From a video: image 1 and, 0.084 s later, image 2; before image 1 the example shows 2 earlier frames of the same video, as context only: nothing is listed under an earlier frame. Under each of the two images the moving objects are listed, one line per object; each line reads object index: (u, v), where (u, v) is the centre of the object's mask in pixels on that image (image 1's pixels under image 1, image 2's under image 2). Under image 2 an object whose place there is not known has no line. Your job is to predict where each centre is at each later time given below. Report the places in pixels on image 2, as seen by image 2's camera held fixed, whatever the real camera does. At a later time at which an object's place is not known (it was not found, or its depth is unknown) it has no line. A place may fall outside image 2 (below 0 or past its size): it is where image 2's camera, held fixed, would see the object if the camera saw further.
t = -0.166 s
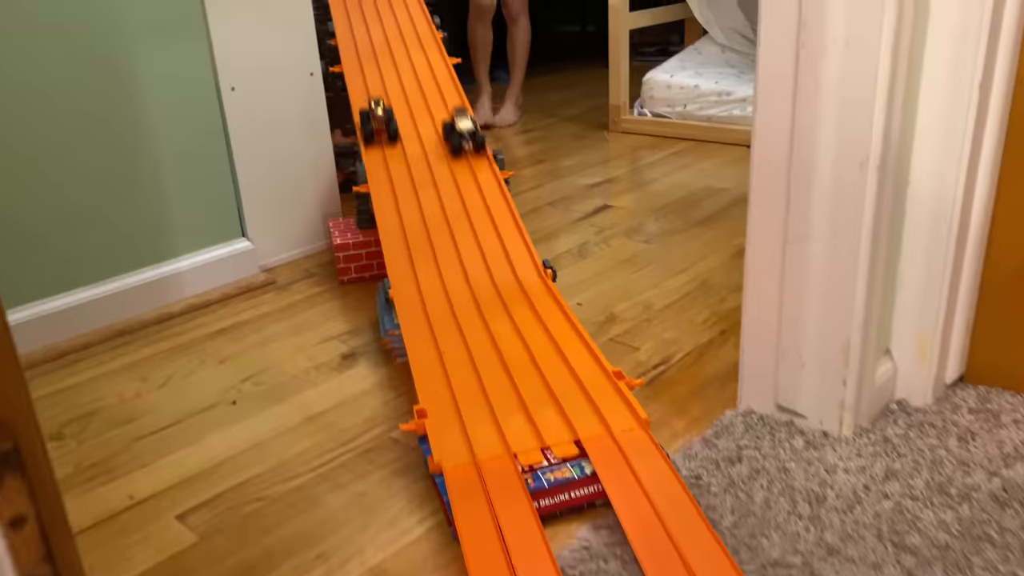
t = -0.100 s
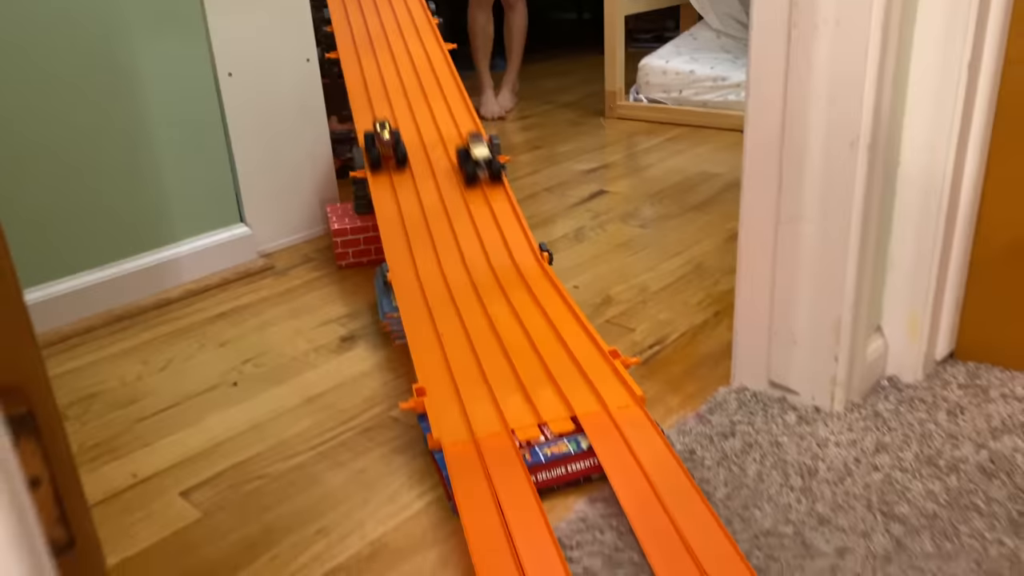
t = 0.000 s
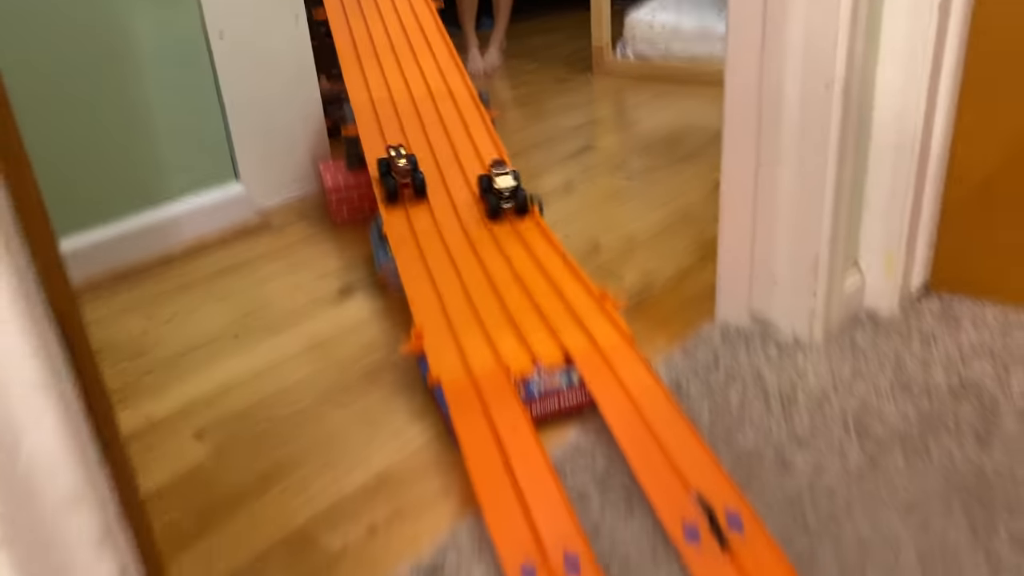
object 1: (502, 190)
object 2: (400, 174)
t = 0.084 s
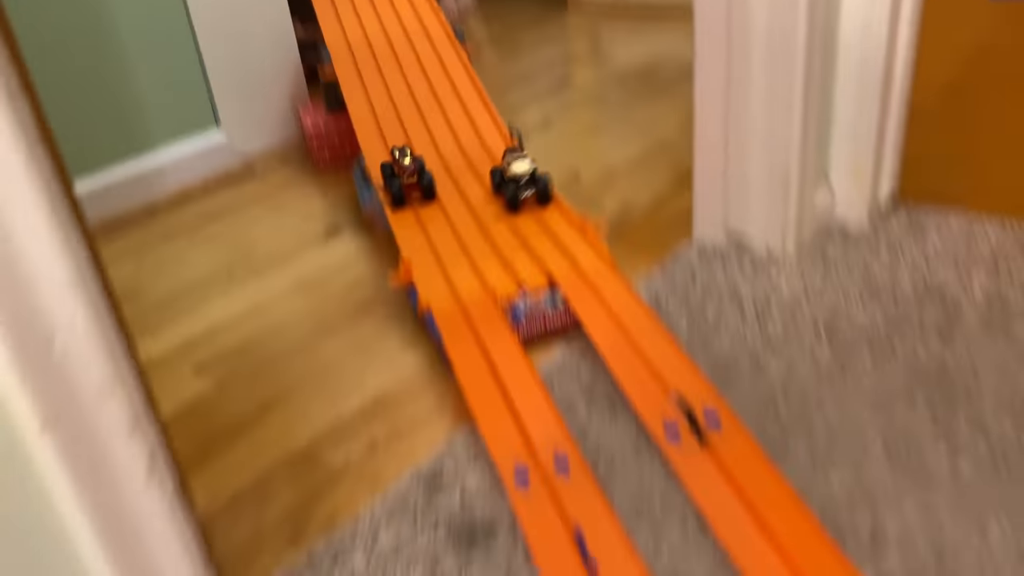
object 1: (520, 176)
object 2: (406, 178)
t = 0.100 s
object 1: (529, 191)
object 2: (412, 190)
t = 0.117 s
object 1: (538, 204)
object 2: (417, 202)
